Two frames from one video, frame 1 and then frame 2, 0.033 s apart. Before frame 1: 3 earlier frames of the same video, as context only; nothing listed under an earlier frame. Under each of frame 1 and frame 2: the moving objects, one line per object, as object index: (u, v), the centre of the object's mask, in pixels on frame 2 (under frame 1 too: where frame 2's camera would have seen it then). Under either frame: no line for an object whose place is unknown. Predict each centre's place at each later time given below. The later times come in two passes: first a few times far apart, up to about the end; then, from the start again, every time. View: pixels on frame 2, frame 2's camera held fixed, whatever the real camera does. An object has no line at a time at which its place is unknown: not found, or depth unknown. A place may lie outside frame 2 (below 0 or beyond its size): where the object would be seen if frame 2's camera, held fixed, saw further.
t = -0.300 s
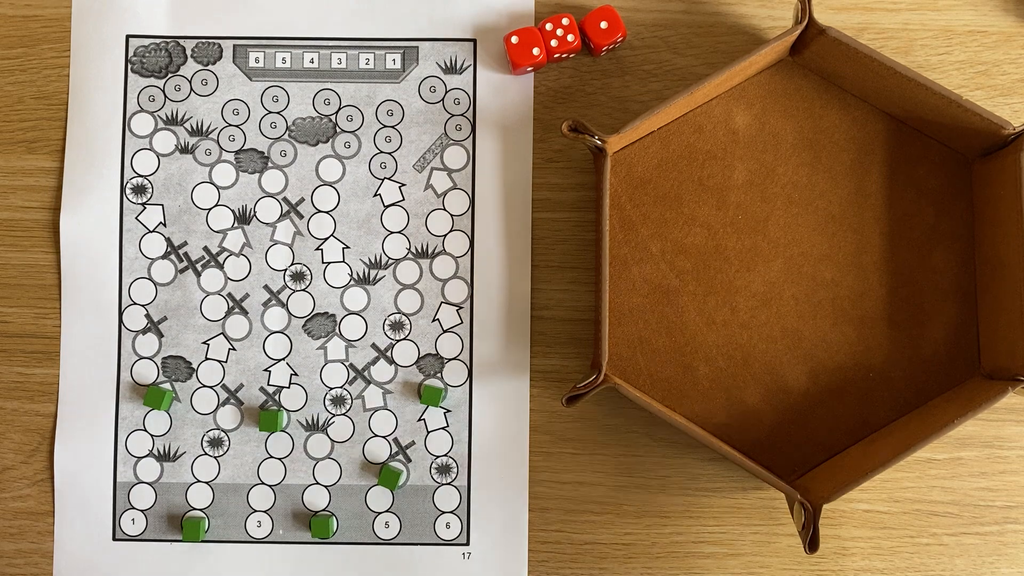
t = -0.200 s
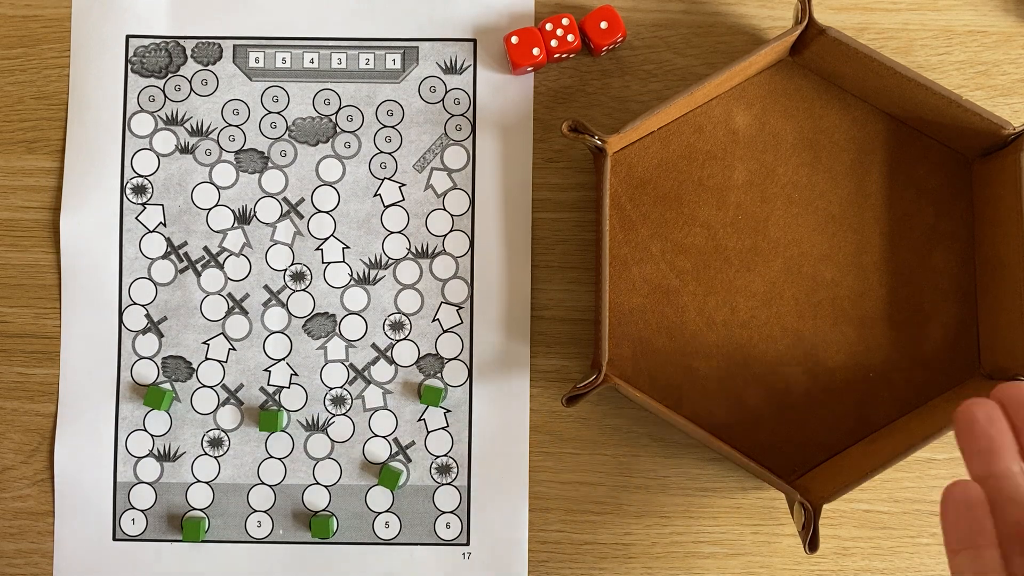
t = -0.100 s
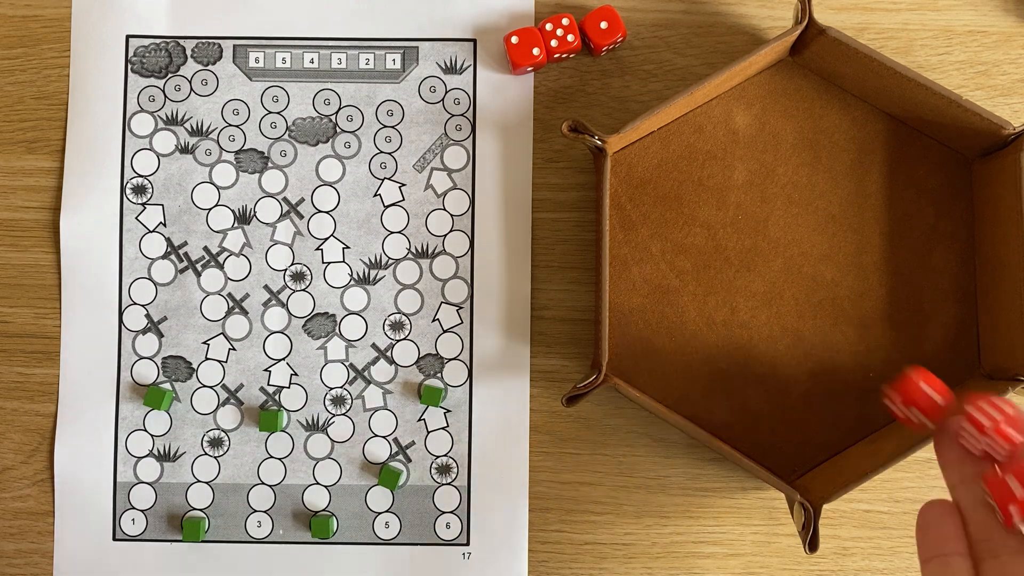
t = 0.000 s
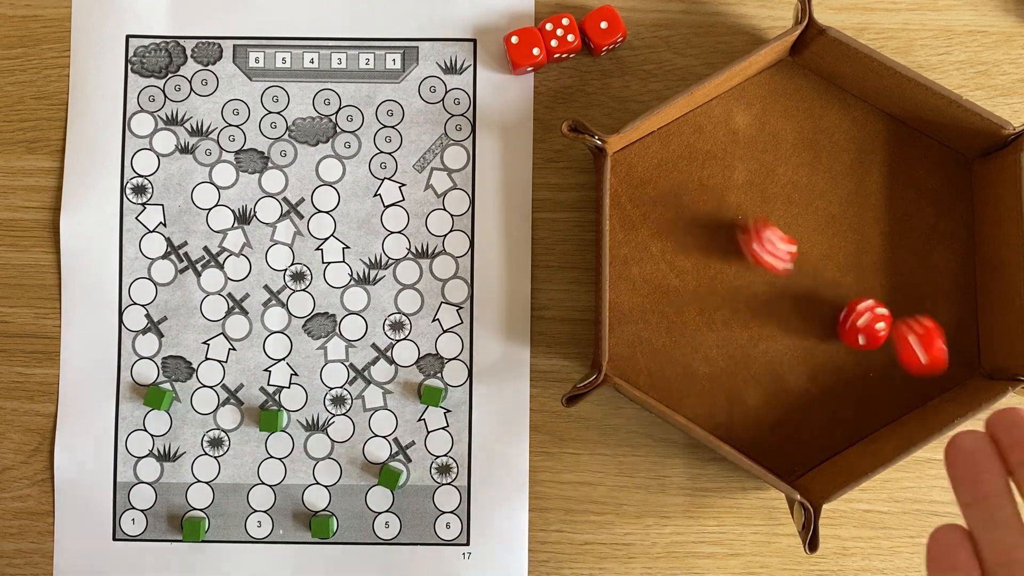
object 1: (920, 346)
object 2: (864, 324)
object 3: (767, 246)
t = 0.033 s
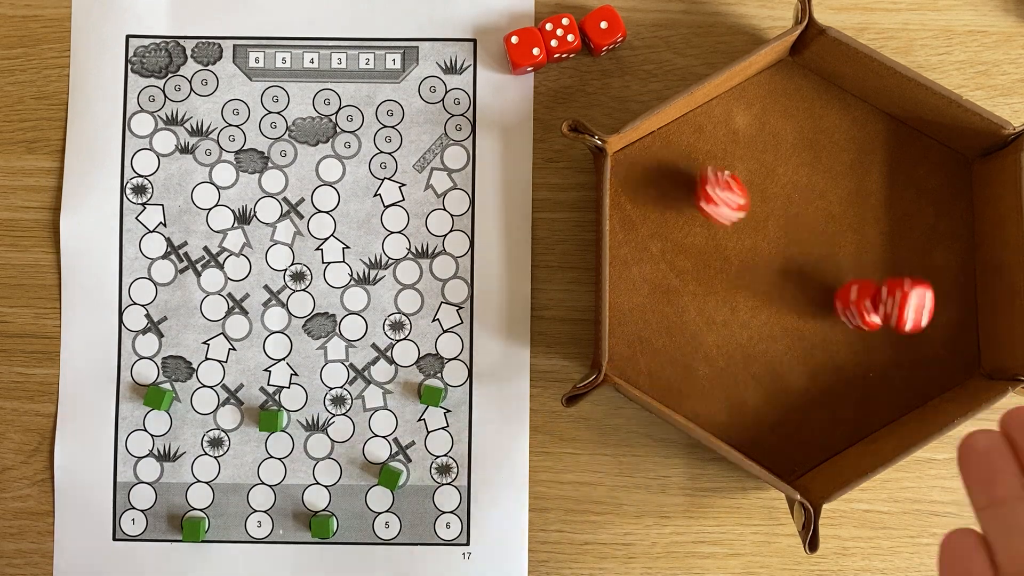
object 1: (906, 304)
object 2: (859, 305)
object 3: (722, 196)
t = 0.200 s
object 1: (908, 140)
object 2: (792, 221)
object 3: (633, 203)
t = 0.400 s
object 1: (884, 139)
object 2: (781, 226)
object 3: (633, 274)
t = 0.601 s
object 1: (884, 139)
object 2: (781, 226)
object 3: (629, 290)
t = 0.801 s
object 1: (884, 139)
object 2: (781, 226)
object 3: (629, 289)
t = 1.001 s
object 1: (884, 139)
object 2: (781, 226)
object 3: (629, 289)
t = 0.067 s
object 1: (908, 268)
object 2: (848, 280)
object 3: (678, 153)
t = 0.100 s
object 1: (910, 233)
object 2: (833, 254)
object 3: (652, 162)
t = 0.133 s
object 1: (908, 198)
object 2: (818, 236)
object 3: (638, 176)
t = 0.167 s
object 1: (906, 164)
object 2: (804, 225)
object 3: (630, 188)
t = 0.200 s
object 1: (908, 140)
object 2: (792, 221)
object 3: (633, 203)
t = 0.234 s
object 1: (900, 140)
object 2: (783, 222)
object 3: (639, 215)
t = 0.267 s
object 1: (890, 140)
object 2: (781, 225)
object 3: (644, 231)
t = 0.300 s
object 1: (884, 140)
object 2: (781, 226)
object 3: (643, 244)
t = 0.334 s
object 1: (884, 139)
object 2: (781, 226)
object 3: (644, 257)
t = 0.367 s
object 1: (884, 139)
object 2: (781, 225)
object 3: (639, 267)
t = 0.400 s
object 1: (884, 139)
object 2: (781, 226)
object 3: (633, 274)
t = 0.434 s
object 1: (884, 139)
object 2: (781, 226)
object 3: (631, 278)
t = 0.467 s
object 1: (884, 139)
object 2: (781, 226)
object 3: (631, 284)
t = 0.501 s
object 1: (884, 139)
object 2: (781, 226)
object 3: (629, 294)
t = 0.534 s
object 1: (884, 139)
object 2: (781, 226)
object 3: (625, 298)
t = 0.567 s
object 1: (884, 139)
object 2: (781, 226)
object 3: (628, 297)
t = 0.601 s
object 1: (884, 139)
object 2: (781, 226)
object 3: (629, 290)
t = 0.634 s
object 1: (884, 139)
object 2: (781, 226)
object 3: (629, 290)
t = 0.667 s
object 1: (884, 139)
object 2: (781, 226)
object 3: (629, 290)
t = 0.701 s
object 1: (884, 139)
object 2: (781, 226)
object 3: (629, 290)
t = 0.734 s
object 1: (884, 139)
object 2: (781, 226)
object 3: (629, 290)
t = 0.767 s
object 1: (884, 139)
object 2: (781, 226)
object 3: (629, 290)
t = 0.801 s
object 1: (884, 139)
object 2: (781, 226)
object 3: (629, 289)
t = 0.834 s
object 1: (884, 139)
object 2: (781, 226)
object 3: (629, 289)
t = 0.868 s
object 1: (884, 139)
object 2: (781, 226)
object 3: (629, 290)
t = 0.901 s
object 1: (884, 139)
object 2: (781, 226)
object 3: (629, 289)
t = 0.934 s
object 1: (884, 139)
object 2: (781, 226)
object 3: (629, 289)
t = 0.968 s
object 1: (884, 139)
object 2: (781, 226)
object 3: (629, 289)
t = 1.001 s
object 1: (884, 139)
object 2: (781, 226)
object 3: (629, 289)
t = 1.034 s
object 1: (884, 139)
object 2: (781, 226)
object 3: (629, 289)
